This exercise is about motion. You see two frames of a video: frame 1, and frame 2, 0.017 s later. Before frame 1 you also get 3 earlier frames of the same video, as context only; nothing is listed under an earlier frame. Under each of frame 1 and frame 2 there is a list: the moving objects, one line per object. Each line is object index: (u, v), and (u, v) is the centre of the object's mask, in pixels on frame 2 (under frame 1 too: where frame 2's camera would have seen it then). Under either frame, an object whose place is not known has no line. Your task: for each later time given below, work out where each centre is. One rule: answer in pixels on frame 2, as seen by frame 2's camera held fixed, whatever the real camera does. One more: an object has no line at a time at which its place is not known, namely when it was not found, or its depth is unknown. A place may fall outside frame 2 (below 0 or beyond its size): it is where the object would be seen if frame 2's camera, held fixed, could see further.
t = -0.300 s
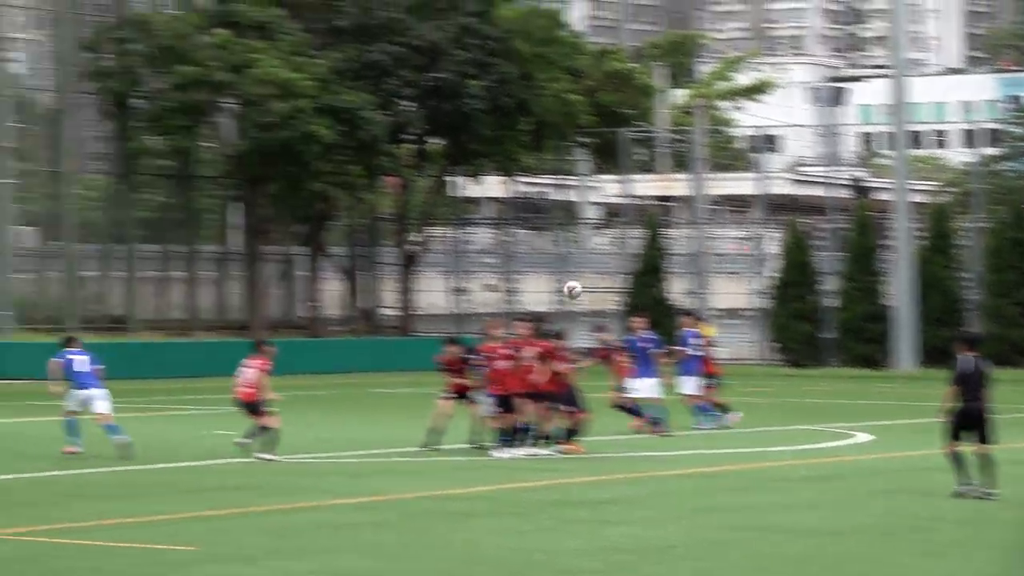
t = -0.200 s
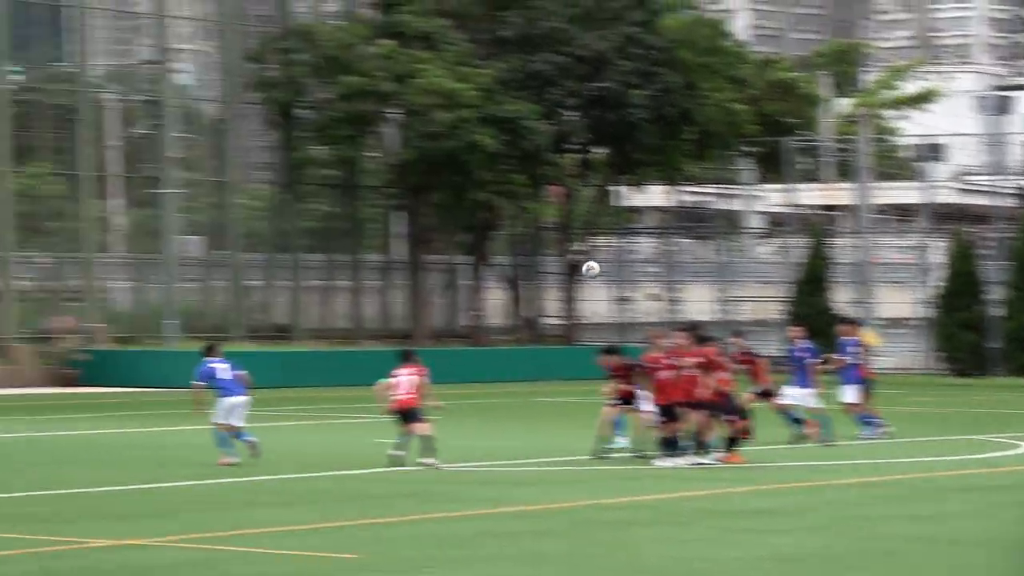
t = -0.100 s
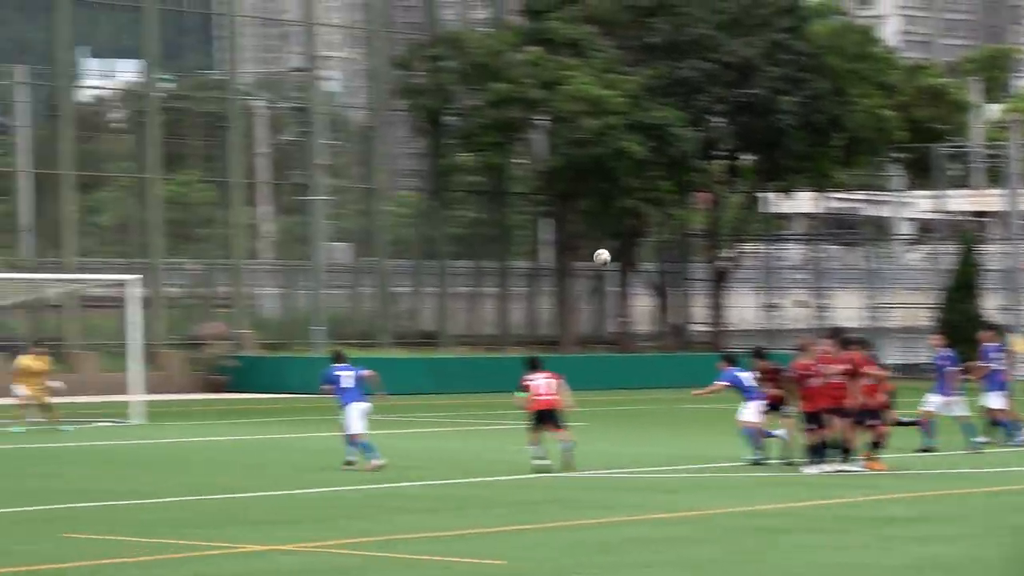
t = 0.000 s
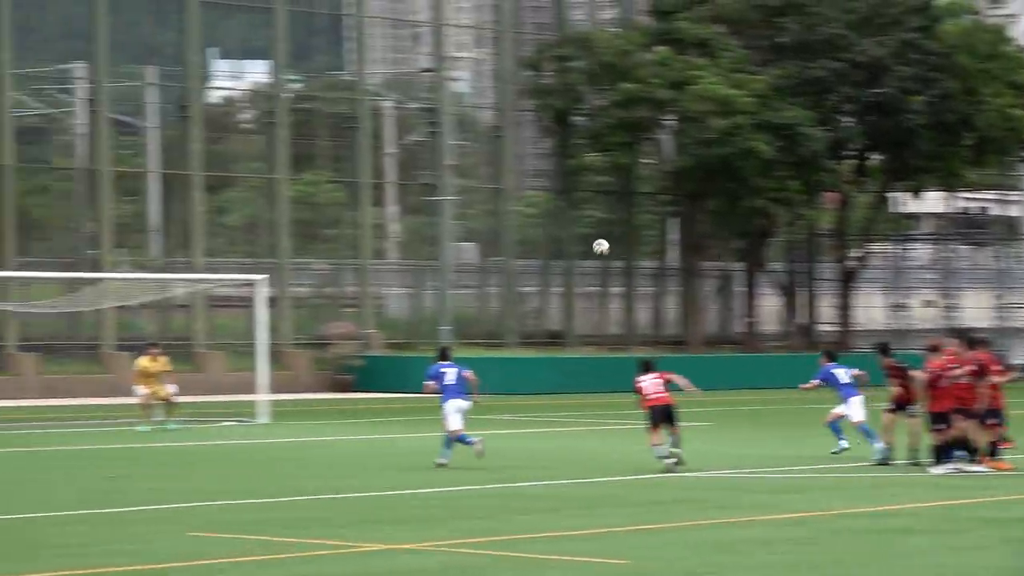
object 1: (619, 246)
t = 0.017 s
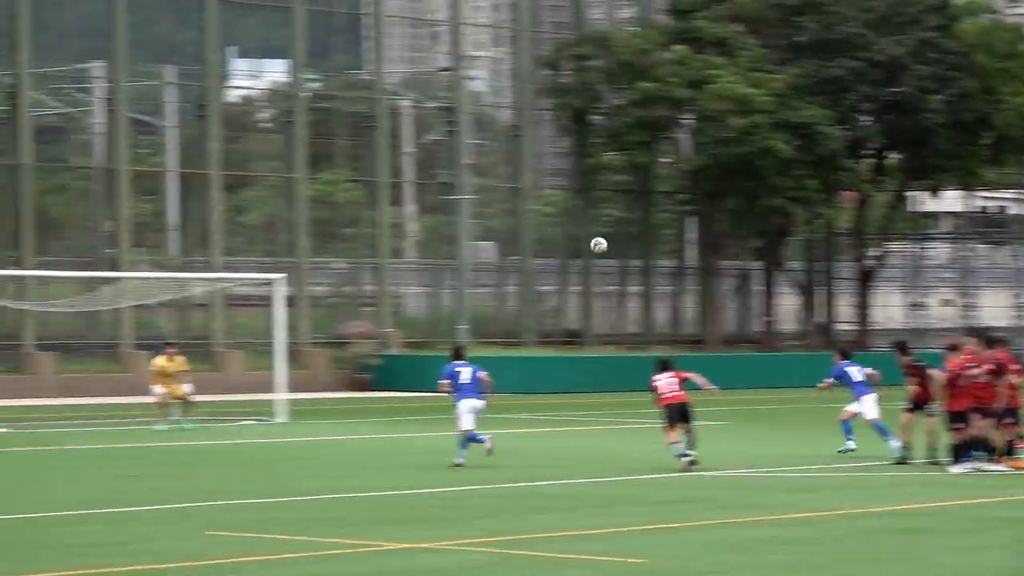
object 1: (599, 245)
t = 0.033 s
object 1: (578, 244)
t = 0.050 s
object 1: (559, 244)
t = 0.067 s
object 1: (539, 243)
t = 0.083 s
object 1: (518, 243)
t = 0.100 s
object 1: (499, 244)
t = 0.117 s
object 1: (480, 245)
